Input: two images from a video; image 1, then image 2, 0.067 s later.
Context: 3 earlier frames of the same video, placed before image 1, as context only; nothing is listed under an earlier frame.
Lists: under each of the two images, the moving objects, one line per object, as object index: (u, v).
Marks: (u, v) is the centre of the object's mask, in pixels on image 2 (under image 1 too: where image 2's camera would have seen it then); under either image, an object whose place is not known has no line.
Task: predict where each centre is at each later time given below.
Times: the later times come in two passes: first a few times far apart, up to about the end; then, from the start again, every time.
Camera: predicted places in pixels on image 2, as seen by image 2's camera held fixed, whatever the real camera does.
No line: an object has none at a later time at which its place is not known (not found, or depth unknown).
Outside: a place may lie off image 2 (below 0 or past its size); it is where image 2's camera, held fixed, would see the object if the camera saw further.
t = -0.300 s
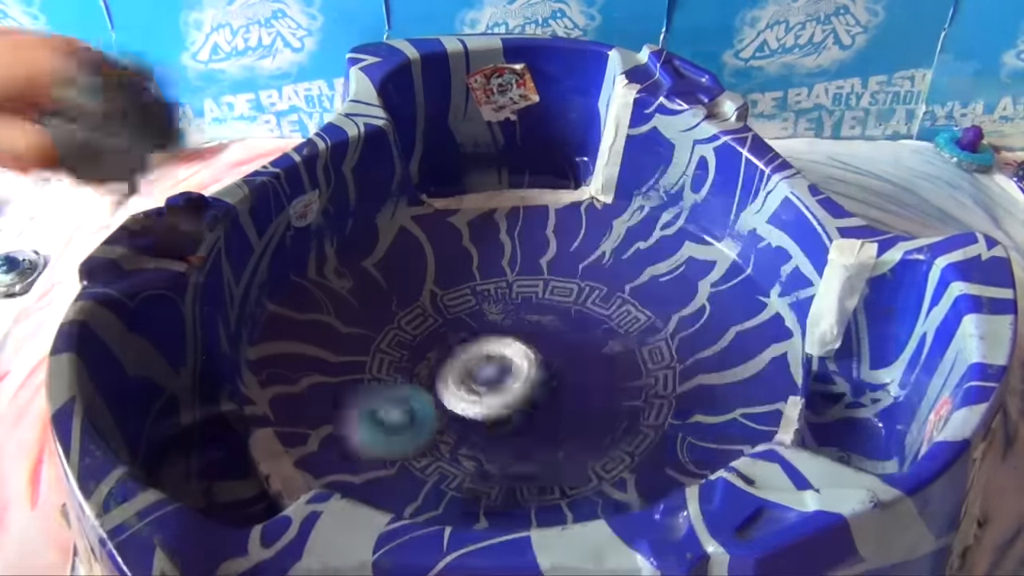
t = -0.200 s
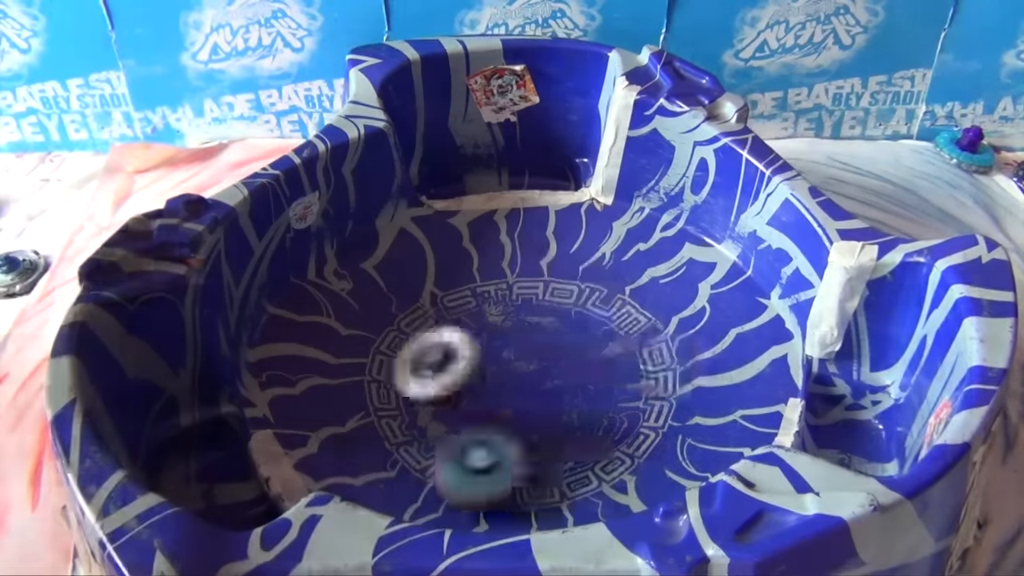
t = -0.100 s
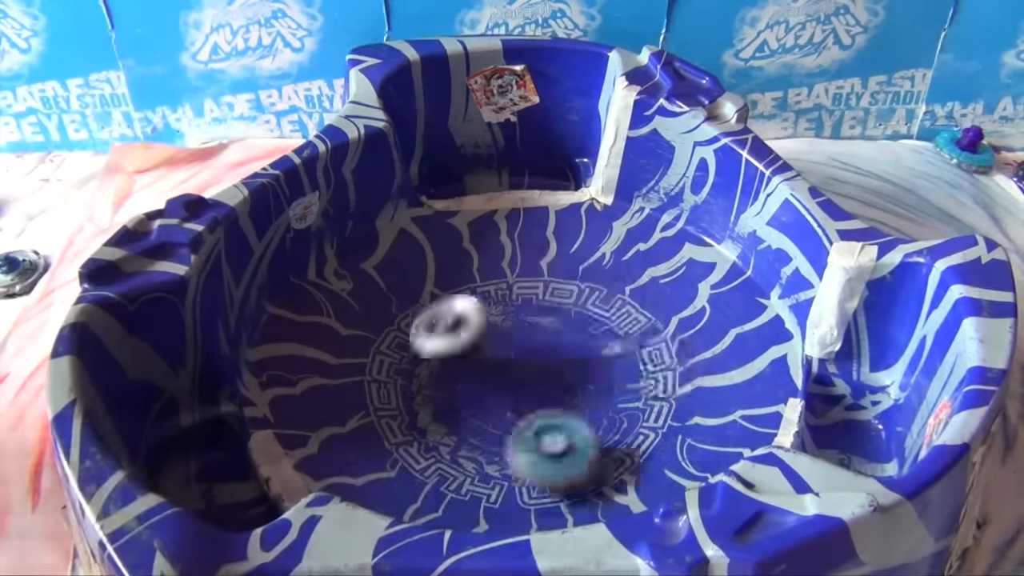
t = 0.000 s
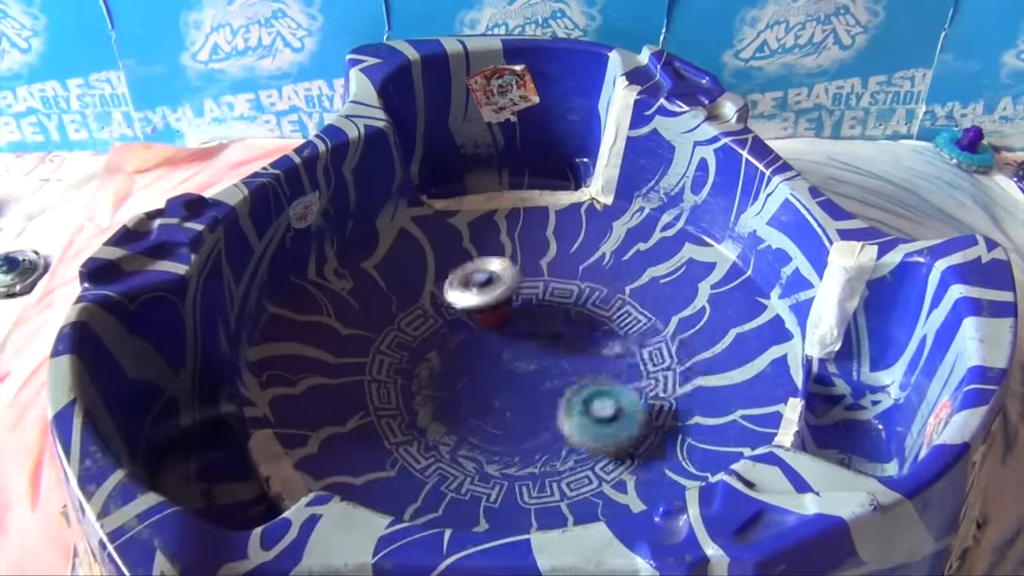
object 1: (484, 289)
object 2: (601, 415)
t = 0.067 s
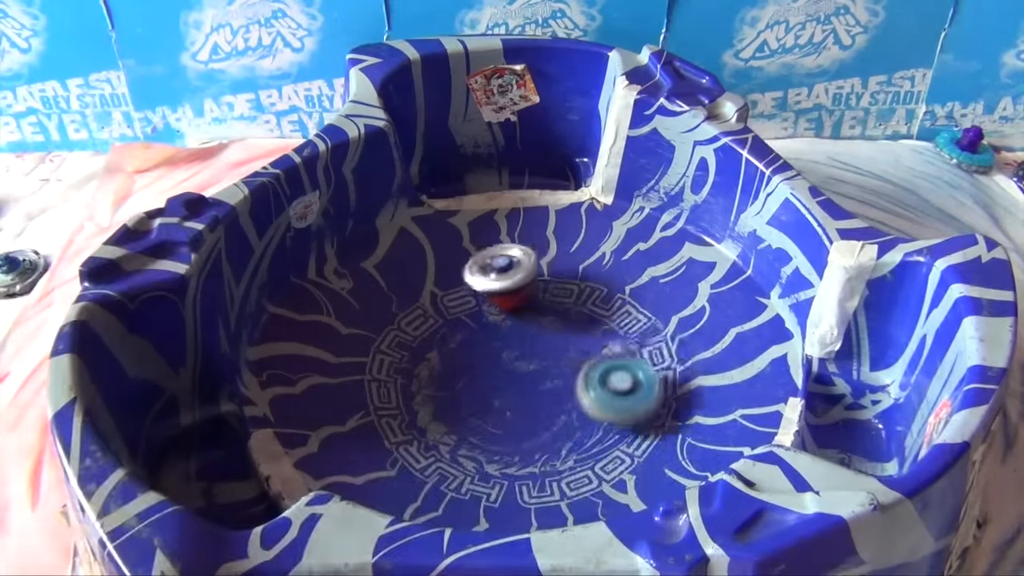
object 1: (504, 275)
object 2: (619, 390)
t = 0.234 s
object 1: (509, 297)
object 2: (619, 330)
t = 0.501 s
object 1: (426, 392)
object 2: (551, 296)
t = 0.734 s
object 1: (528, 474)
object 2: (512, 321)
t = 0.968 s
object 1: (660, 359)
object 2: (531, 323)
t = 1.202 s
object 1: (631, 223)
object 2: (483, 320)
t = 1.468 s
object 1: (475, 233)
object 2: (483, 343)
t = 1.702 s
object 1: (393, 382)
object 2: (509, 358)
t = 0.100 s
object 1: (511, 272)
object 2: (624, 376)
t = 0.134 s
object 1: (514, 274)
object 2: (627, 364)
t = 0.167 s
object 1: (516, 278)
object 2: (627, 351)
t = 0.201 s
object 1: (514, 286)
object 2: (625, 340)
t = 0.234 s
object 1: (509, 297)
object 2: (619, 330)
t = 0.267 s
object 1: (500, 308)
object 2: (613, 322)
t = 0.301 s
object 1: (488, 319)
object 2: (606, 315)
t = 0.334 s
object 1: (476, 331)
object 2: (599, 309)
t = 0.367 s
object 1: (460, 341)
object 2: (590, 304)
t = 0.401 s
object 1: (449, 354)
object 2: (581, 300)
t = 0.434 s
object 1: (438, 365)
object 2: (571, 298)
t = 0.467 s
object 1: (430, 377)
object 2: (561, 296)
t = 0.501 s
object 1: (426, 392)
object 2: (551, 296)
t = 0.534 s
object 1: (426, 408)
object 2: (542, 298)
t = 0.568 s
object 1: (430, 424)
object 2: (534, 301)
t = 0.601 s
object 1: (440, 439)
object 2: (526, 306)
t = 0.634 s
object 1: (453, 454)
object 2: (520, 311)
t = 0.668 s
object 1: (475, 467)
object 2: (516, 316)
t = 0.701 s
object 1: (498, 470)
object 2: (513, 319)
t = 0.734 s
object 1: (528, 474)
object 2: (512, 321)
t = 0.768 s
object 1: (559, 471)
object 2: (512, 322)
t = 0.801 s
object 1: (590, 463)
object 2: (512, 322)
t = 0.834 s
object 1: (617, 449)
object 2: (514, 322)
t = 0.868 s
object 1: (639, 431)
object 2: (516, 322)
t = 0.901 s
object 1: (653, 408)
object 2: (520, 323)
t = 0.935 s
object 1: (660, 385)
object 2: (525, 323)
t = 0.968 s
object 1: (660, 359)
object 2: (531, 323)
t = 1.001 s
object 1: (651, 335)
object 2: (537, 324)
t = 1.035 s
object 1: (636, 314)
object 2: (544, 324)
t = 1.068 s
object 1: (613, 296)
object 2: (549, 324)
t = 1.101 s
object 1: (616, 259)
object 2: (530, 321)
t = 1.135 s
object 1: (624, 237)
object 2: (511, 321)
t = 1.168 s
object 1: (632, 231)
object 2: (495, 320)
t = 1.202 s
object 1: (631, 223)
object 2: (483, 320)
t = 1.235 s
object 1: (624, 216)
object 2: (475, 320)
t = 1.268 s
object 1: (610, 212)
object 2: (472, 323)
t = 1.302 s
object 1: (594, 210)
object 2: (471, 325)
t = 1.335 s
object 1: (575, 210)
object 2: (471, 328)
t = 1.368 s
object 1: (551, 209)
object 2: (473, 330)
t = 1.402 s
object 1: (527, 214)
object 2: (476, 333)
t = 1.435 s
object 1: (501, 220)
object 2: (479, 338)
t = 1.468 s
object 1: (475, 233)
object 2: (483, 343)
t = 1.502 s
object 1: (448, 246)
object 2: (487, 347)
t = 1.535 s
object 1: (425, 261)
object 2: (491, 349)
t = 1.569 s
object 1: (405, 281)
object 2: (494, 352)
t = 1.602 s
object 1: (391, 304)
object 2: (498, 353)
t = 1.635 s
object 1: (382, 328)
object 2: (501, 355)
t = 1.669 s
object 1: (384, 355)
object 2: (505, 356)
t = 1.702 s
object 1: (393, 382)
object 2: (509, 358)
